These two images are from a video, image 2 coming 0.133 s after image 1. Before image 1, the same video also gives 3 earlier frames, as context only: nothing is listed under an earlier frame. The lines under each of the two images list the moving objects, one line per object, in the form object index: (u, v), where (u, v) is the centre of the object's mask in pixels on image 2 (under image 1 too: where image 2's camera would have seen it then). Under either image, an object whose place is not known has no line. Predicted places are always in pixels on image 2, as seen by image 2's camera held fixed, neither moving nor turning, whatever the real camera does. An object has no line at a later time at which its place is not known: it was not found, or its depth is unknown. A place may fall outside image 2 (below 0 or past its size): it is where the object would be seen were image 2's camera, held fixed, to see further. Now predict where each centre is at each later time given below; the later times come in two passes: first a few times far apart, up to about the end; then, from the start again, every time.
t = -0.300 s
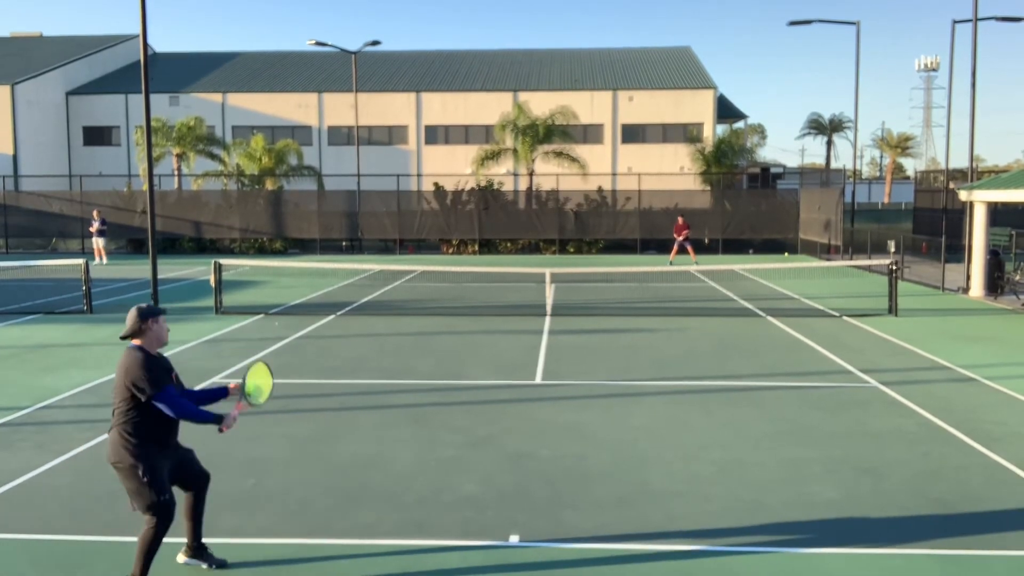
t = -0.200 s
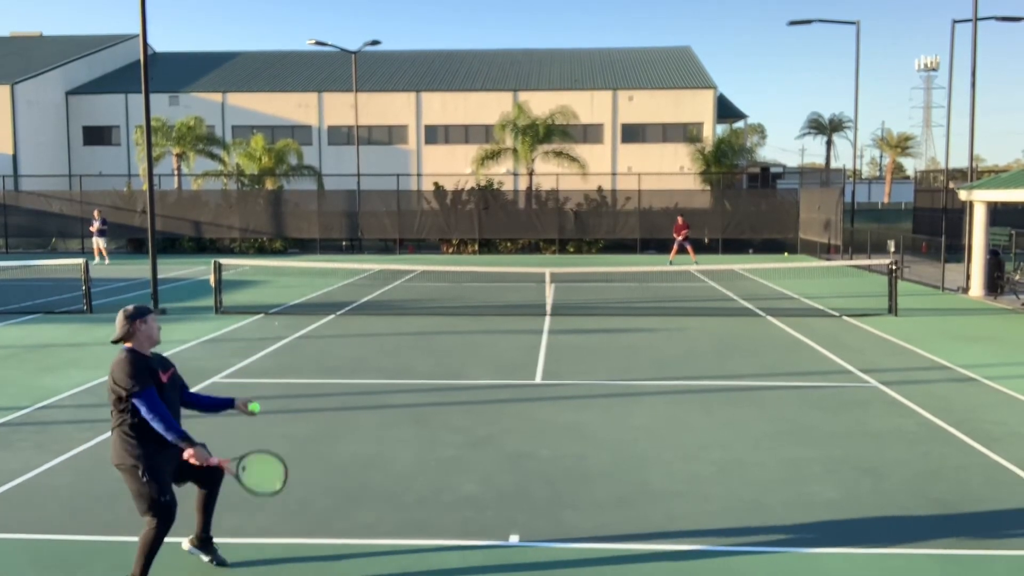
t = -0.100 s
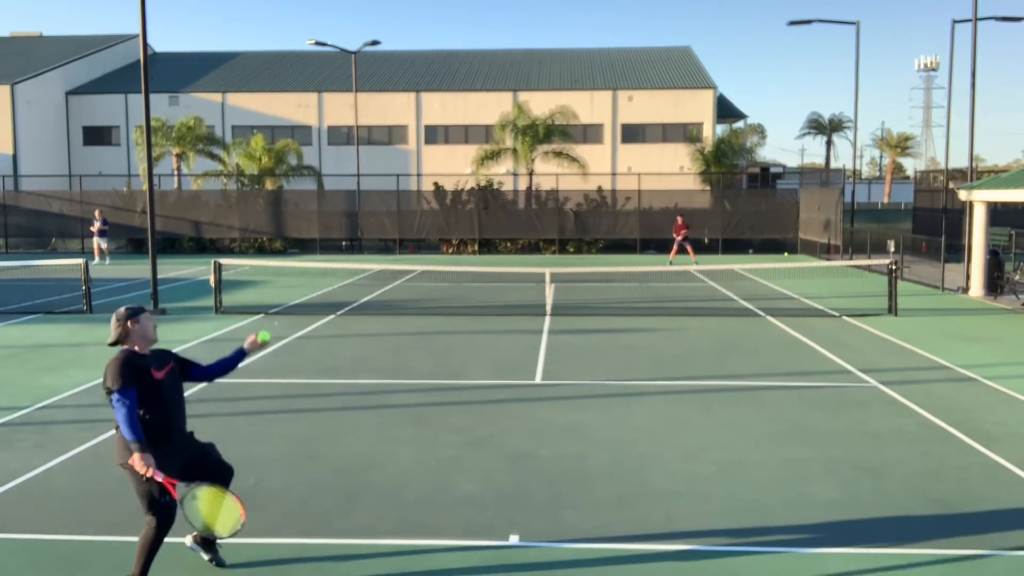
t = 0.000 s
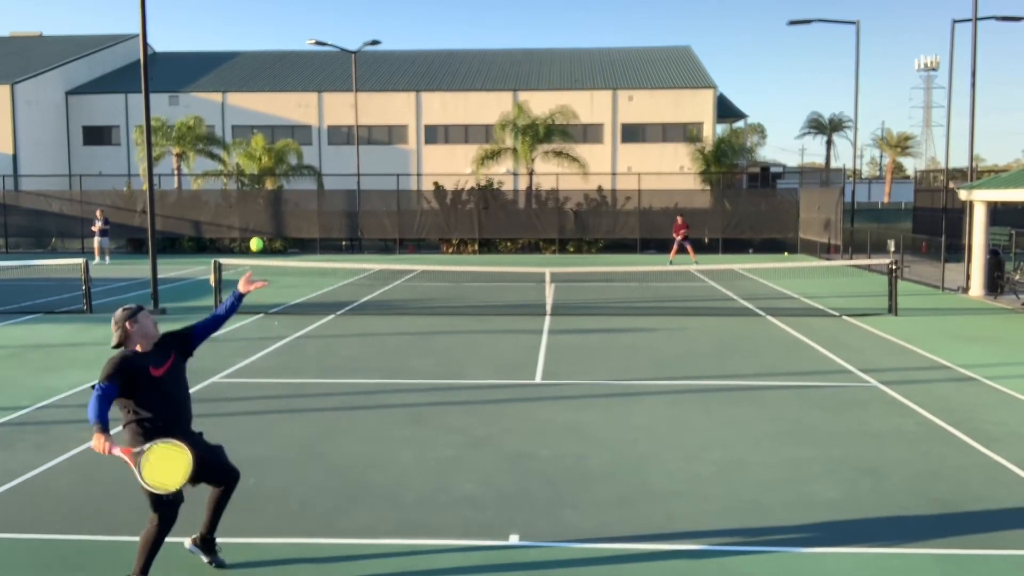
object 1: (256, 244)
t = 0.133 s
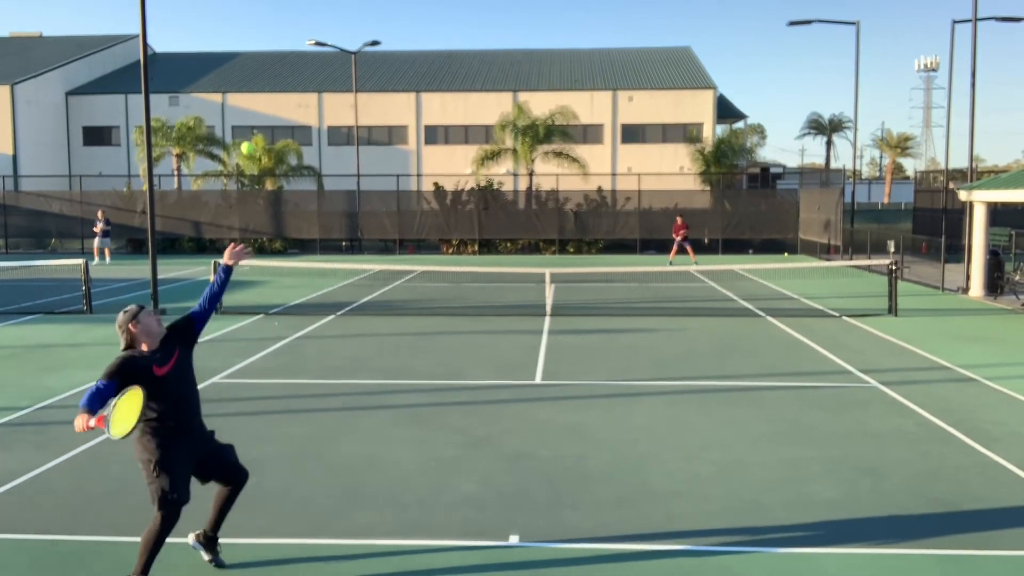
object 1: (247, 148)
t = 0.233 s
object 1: (241, 95)
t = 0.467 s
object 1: (231, 39)
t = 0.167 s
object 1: (245, 128)
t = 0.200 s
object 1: (242, 111)
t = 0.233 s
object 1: (241, 95)
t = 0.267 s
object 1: (239, 82)
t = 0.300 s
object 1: (238, 70)
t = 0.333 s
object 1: (236, 60)
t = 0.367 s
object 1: (235, 52)
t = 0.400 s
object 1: (233, 46)
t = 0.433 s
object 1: (233, 41)
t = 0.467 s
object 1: (231, 39)
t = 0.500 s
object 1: (230, 38)
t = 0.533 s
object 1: (229, 39)
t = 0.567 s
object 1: (228, 42)
